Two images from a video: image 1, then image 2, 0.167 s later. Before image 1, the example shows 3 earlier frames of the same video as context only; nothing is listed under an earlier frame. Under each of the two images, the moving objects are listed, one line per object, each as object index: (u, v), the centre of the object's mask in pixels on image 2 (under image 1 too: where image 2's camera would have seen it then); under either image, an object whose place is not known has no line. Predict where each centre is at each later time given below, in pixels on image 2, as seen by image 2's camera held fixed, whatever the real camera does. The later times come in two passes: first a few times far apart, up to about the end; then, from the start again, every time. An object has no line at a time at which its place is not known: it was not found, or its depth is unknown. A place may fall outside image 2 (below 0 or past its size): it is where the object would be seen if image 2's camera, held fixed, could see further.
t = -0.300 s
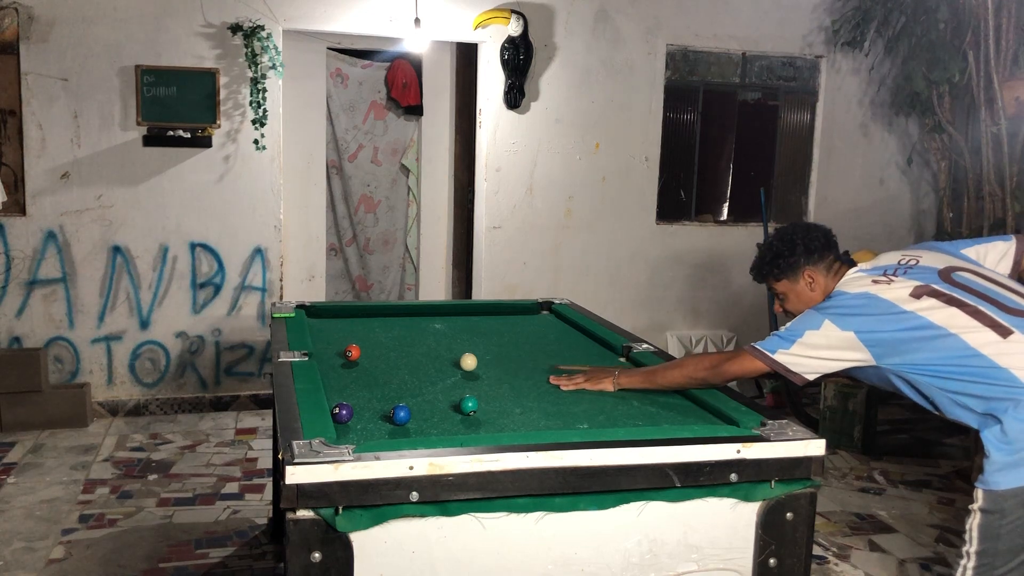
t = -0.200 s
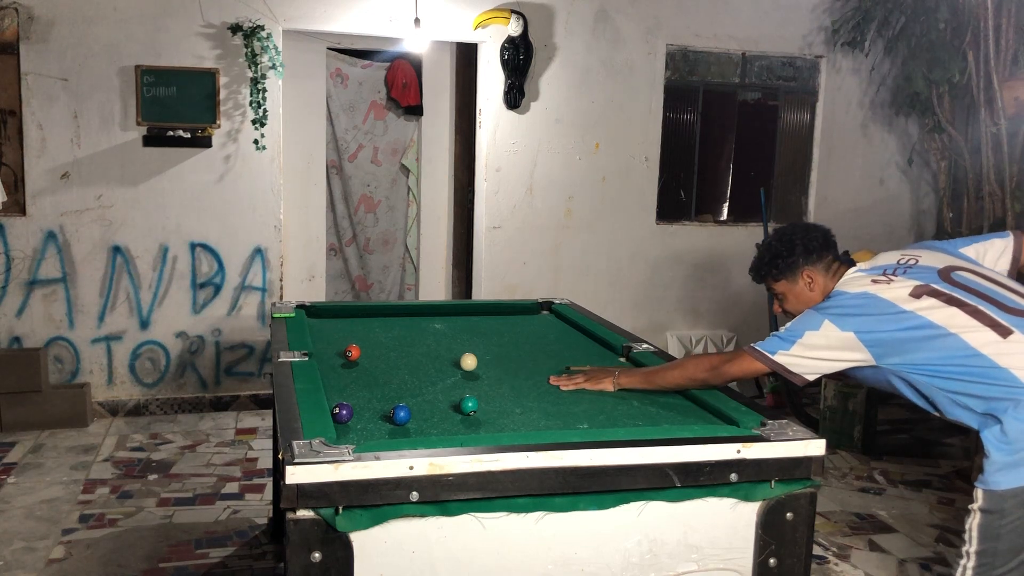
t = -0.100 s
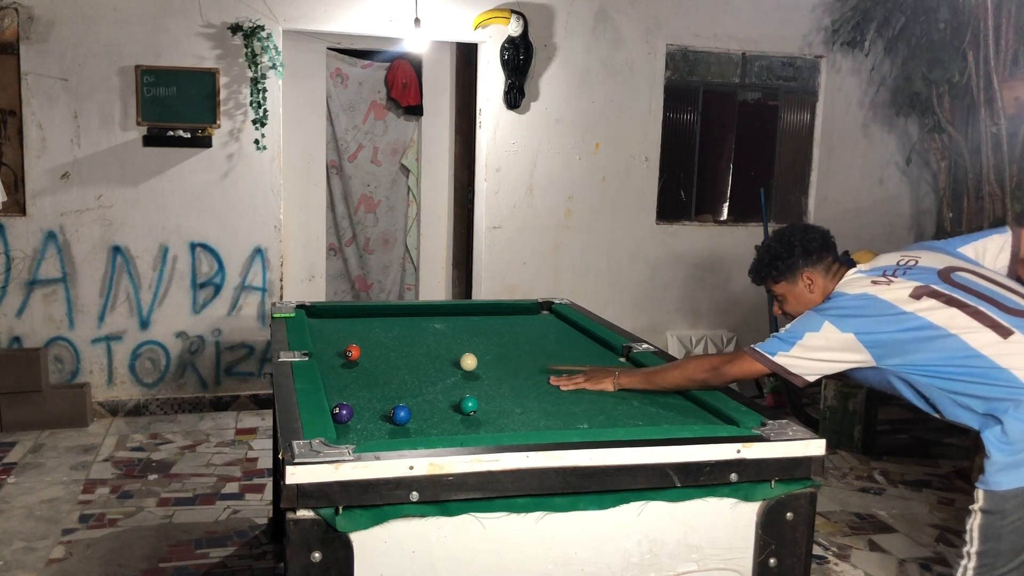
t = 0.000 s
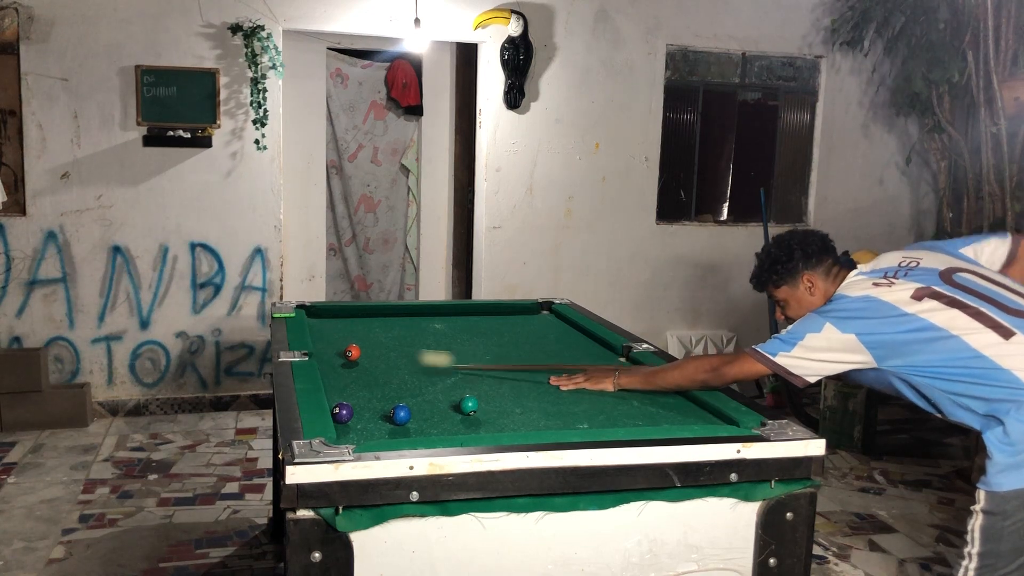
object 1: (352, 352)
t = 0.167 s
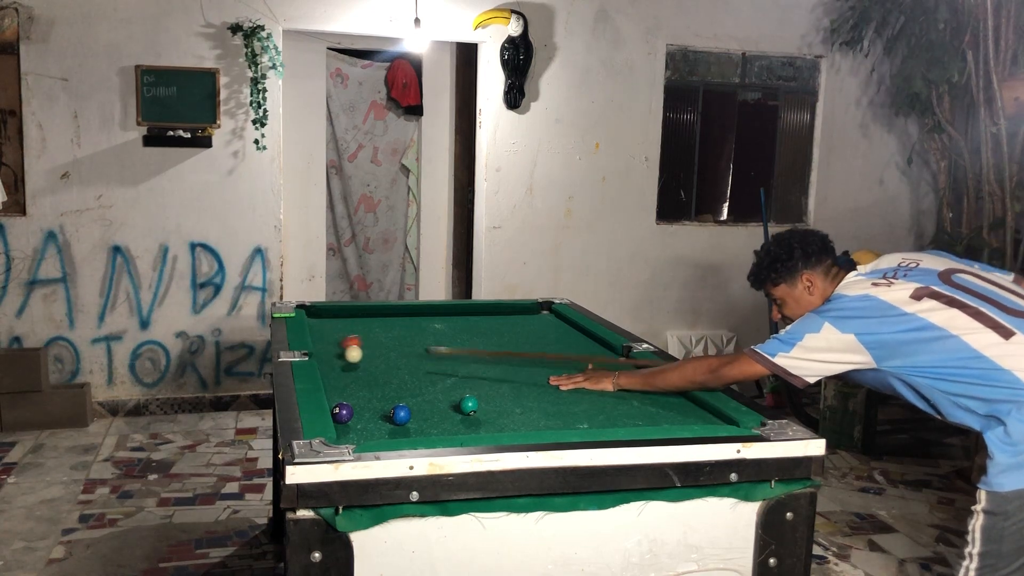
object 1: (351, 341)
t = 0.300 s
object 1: (405, 335)
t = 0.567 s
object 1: (496, 320)
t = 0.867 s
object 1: (526, 310)
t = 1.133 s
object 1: (483, 309)
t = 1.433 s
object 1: (449, 311)
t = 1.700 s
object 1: (420, 314)
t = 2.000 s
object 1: (388, 316)
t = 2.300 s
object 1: (357, 319)
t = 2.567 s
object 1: (329, 321)
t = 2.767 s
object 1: (315, 323)
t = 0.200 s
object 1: (366, 340)
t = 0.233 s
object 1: (379, 339)
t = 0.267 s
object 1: (393, 337)
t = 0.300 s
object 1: (405, 335)
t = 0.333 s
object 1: (418, 332)
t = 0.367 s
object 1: (430, 330)
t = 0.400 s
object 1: (442, 329)
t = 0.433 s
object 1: (453, 327)
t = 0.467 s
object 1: (464, 325)
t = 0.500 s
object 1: (475, 323)
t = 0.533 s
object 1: (486, 321)
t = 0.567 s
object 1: (496, 320)
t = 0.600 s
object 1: (506, 318)
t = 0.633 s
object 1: (516, 316)
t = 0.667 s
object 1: (525, 315)
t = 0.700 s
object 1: (535, 313)
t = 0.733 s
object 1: (544, 312)
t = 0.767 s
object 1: (546, 311)
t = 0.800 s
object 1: (539, 311)
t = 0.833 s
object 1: (531, 310)
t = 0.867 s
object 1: (526, 310)
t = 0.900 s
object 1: (520, 310)
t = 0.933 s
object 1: (514, 310)
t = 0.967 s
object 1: (508, 310)
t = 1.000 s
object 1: (503, 309)
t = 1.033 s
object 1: (497, 309)
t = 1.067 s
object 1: (492, 309)
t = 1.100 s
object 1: (487, 309)
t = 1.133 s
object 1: (483, 309)
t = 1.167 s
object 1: (480, 309)
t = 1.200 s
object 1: (476, 309)
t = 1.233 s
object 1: (472, 310)
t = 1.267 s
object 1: (468, 310)
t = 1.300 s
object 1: (464, 310)
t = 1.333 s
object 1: (461, 310)
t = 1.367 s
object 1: (457, 311)
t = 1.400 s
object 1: (453, 311)
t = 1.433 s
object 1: (449, 311)
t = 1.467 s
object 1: (446, 311)
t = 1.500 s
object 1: (442, 311)
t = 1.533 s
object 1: (438, 312)
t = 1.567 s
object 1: (434, 312)
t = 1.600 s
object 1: (431, 312)
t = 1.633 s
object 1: (427, 313)
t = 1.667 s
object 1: (424, 313)
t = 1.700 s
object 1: (420, 314)
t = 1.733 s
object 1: (417, 314)
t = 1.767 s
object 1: (413, 314)
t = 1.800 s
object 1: (409, 314)
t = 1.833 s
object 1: (406, 314)
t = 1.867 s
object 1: (402, 315)
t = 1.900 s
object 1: (399, 315)
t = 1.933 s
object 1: (395, 315)
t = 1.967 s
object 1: (392, 316)
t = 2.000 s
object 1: (388, 316)
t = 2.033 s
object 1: (384, 316)
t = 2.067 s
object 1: (381, 317)
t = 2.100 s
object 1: (377, 317)
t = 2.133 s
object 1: (373, 317)
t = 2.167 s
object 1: (370, 317)
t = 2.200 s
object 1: (367, 318)
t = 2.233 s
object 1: (363, 318)
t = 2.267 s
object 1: (360, 319)
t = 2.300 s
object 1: (357, 319)
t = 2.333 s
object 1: (353, 319)
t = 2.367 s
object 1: (350, 320)
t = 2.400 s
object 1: (346, 320)
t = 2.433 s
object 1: (343, 320)
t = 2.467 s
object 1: (340, 320)
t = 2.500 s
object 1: (336, 321)
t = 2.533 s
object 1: (333, 321)
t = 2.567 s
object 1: (329, 321)
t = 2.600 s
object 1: (326, 322)
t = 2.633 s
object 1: (323, 322)
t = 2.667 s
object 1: (319, 322)
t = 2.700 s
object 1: (316, 323)
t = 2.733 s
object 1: (314, 323)
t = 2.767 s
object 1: (315, 323)
